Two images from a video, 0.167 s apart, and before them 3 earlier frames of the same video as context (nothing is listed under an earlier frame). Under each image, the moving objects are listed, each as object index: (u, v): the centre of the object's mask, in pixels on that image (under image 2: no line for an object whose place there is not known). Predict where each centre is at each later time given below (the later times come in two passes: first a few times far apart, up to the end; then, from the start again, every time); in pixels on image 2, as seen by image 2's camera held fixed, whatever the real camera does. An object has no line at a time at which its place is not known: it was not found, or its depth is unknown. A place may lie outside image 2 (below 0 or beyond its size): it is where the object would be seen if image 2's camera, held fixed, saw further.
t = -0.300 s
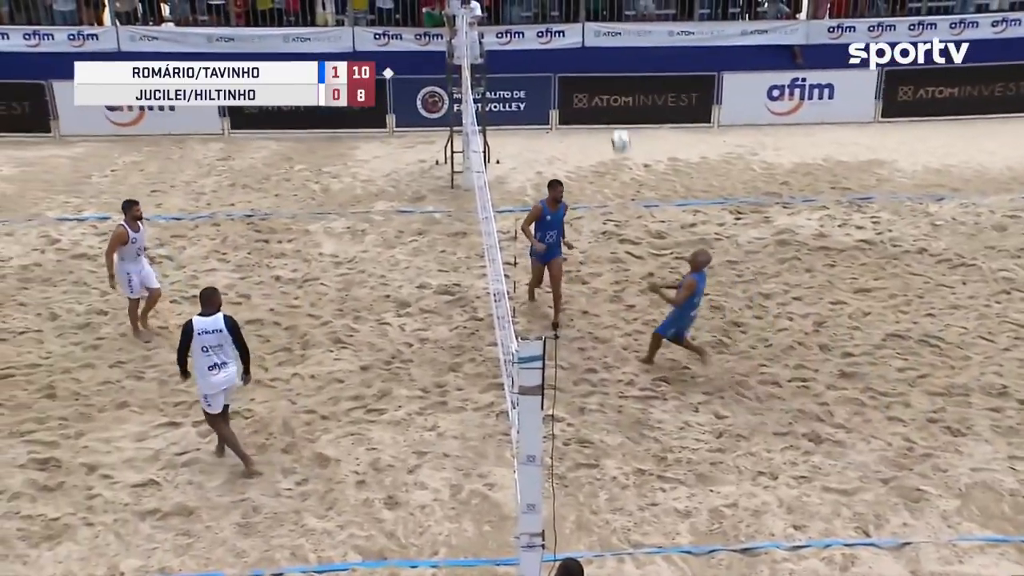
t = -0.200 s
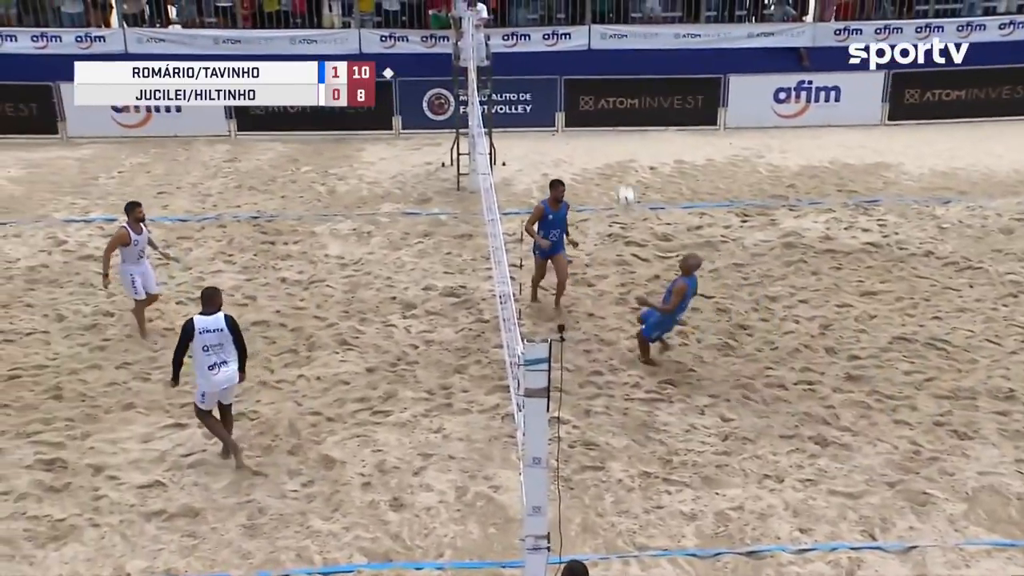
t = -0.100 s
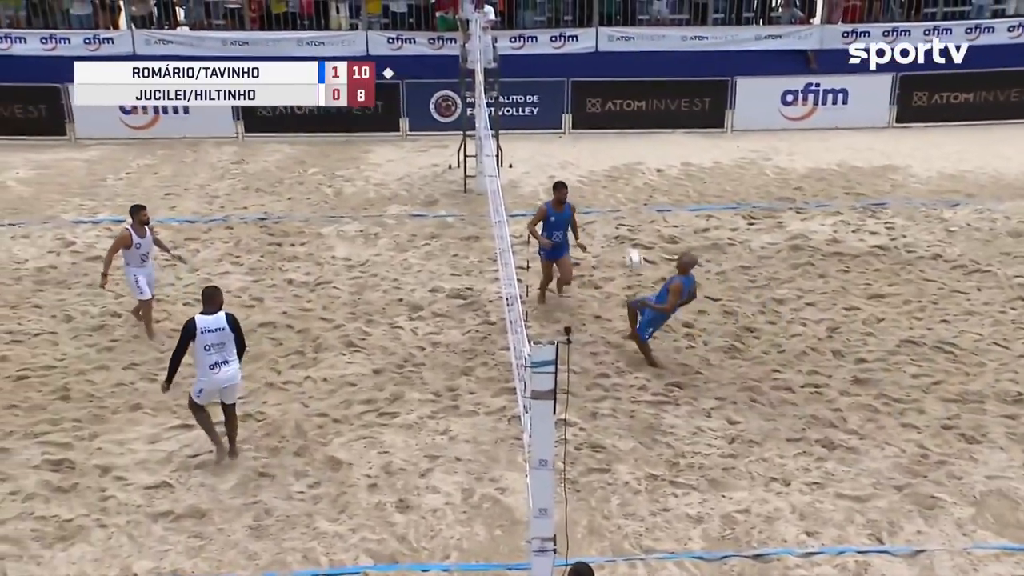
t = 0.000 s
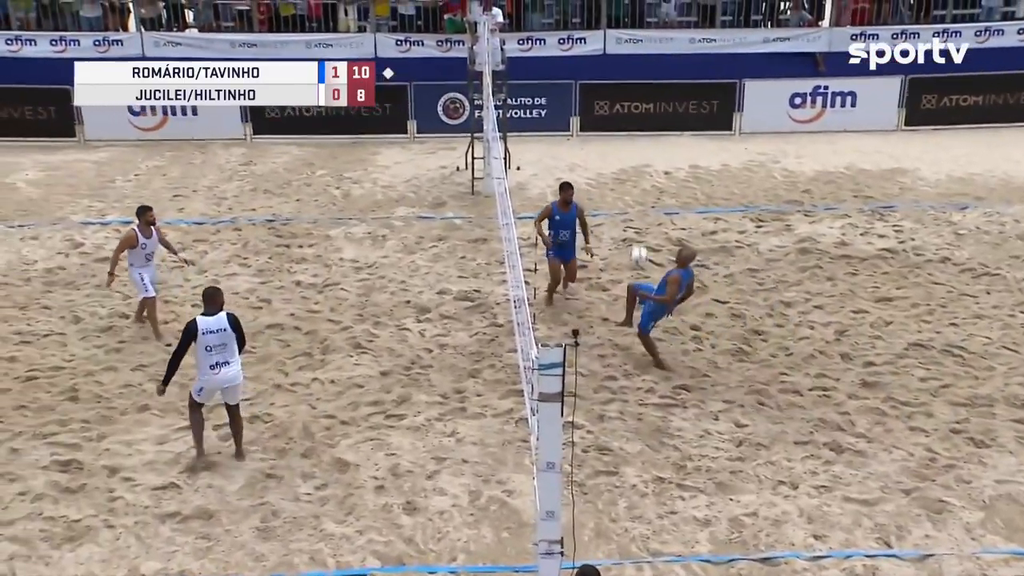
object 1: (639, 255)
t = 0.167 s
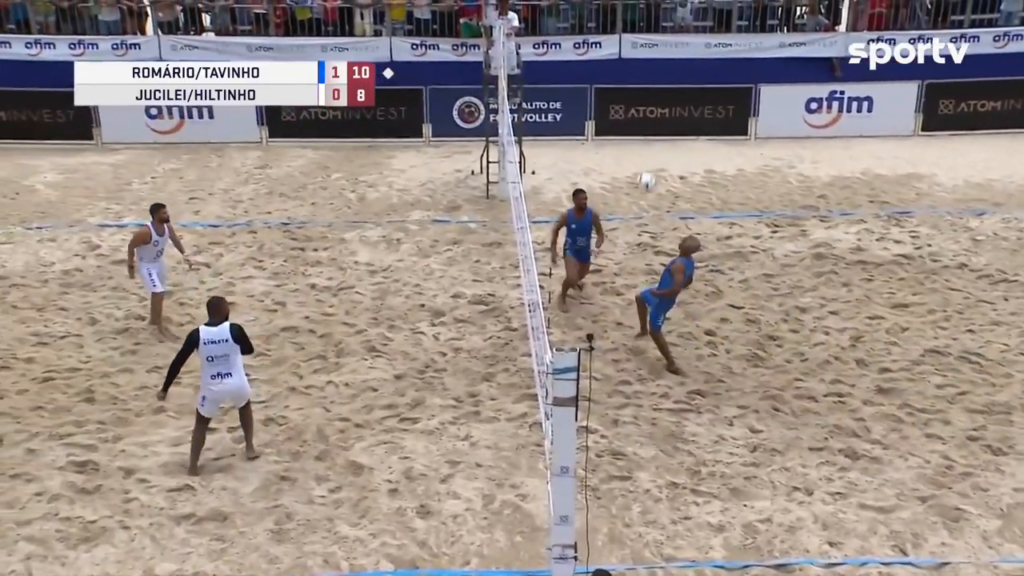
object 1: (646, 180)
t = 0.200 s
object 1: (643, 168)
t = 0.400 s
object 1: (636, 113)
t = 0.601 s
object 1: (627, 90)
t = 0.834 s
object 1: (615, 108)
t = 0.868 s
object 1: (614, 115)
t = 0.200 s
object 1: (643, 168)
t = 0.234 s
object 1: (642, 157)
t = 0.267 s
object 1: (641, 146)
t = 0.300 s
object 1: (640, 136)
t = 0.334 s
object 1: (639, 127)
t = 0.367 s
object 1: (638, 120)
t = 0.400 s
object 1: (636, 113)
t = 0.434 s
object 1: (635, 107)
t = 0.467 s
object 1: (633, 101)
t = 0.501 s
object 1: (632, 97)
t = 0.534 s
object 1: (630, 94)
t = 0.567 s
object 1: (628, 92)
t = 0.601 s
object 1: (627, 90)
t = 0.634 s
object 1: (625, 90)
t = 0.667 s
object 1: (623, 91)
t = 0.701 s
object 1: (622, 93)
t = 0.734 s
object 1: (620, 95)
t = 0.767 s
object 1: (619, 99)
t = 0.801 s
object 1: (617, 103)
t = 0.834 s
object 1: (615, 108)
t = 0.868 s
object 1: (614, 115)
